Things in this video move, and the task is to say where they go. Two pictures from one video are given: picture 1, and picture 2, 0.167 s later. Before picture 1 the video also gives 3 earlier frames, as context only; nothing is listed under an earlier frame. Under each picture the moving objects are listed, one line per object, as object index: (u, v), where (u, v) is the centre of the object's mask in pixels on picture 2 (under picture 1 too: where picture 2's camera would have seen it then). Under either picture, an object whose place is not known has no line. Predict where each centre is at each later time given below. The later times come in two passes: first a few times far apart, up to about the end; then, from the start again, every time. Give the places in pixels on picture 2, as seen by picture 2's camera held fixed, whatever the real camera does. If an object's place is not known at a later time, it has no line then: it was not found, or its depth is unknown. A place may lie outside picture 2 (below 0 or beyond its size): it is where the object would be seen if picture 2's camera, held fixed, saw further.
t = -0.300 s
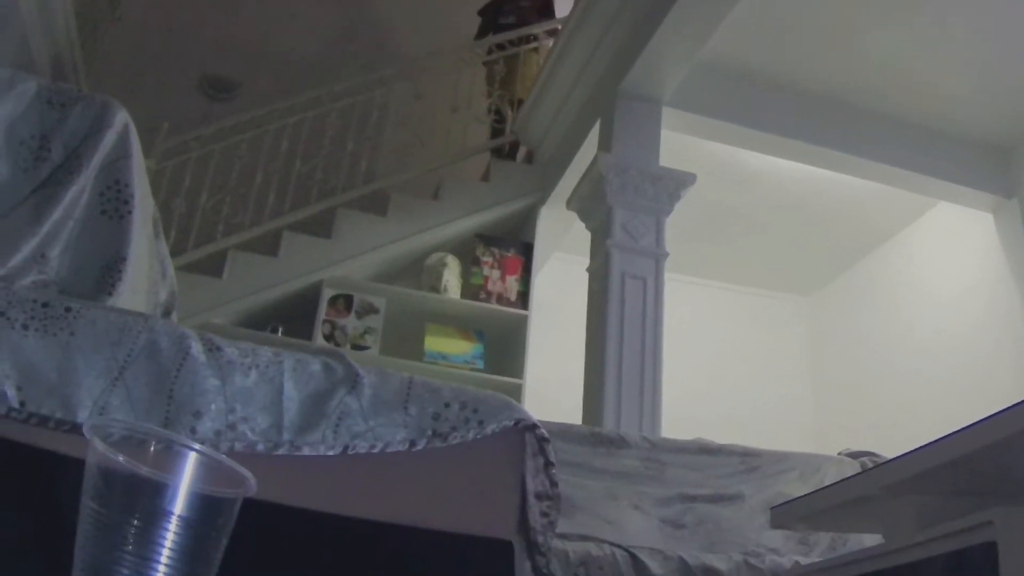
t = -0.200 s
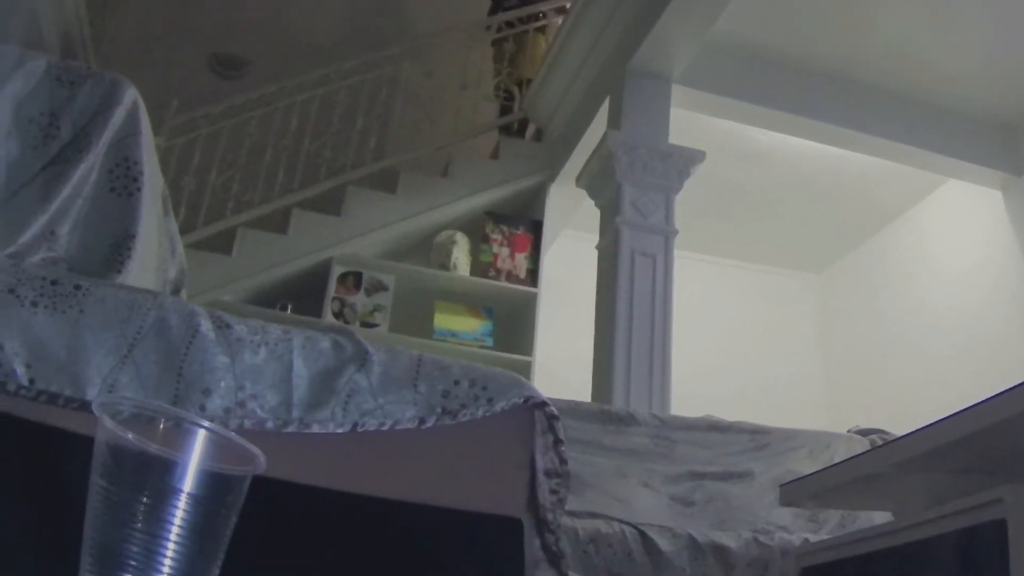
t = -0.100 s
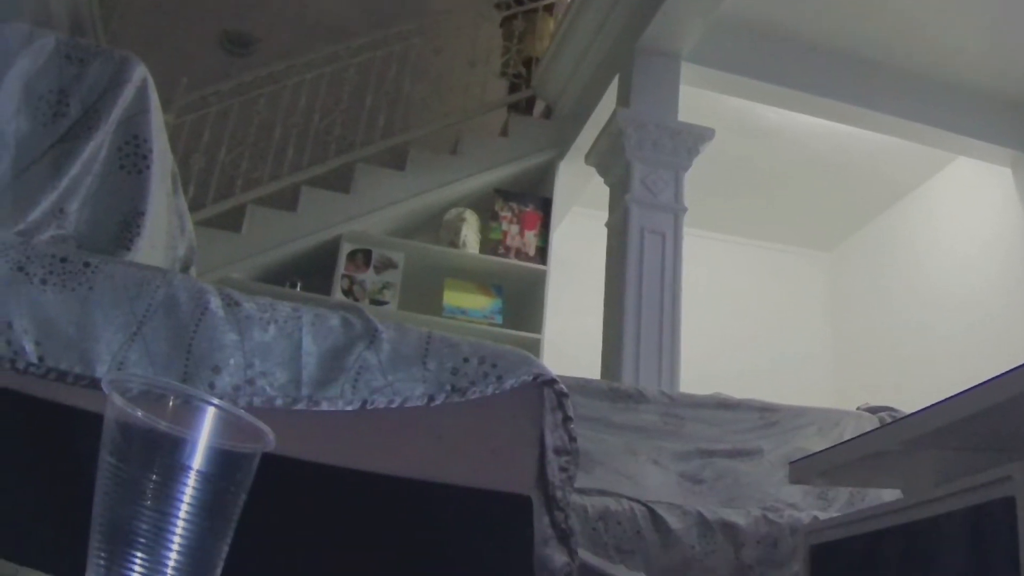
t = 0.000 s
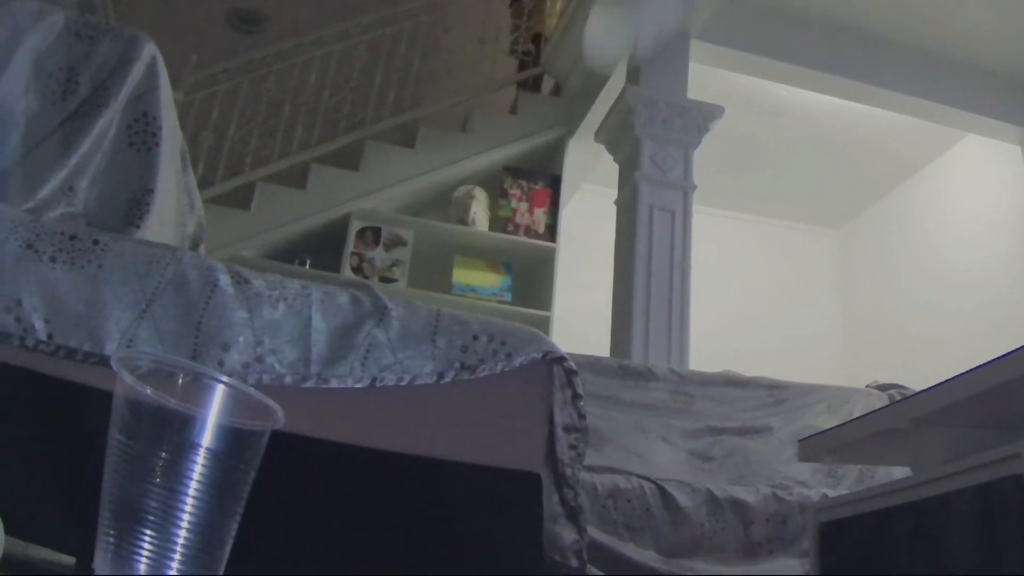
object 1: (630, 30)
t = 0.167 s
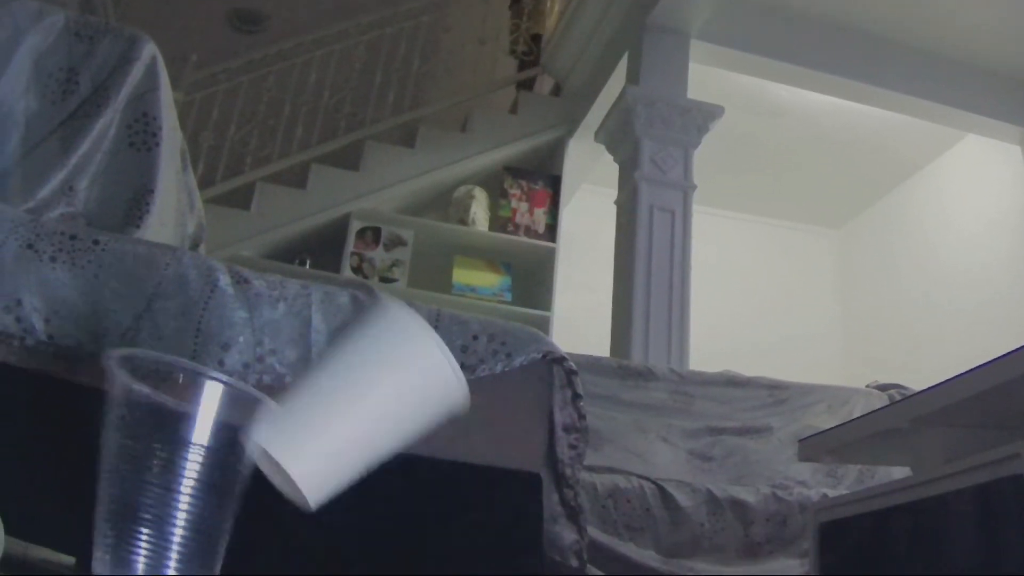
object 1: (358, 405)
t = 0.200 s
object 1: (327, 355)
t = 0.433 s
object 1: (205, 341)
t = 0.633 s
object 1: (246, 365)
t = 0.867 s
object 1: (179, 465)
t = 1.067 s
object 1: (178, 465)
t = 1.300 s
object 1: (178, 465)
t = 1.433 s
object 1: (178, 465)
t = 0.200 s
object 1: (327, 355)
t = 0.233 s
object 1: (302, 336)
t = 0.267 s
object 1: (266, 336)
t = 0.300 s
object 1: (239, 360)
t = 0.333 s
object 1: (223, 351)
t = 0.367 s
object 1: (216, 342)
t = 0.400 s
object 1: (206, 349)
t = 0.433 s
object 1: (205, 341)
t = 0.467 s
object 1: (221, 341)
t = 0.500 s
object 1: (236, 354)
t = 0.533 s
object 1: (249, 358)
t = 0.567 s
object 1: (255, 358)
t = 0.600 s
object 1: (254, 359)
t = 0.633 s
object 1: (246, 365)
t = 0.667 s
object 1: (236, 366)
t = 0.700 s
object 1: (224, 371)
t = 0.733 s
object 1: (211, 392)
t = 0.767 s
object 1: (198, 429)
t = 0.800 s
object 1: (177, 461)
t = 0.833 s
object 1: (180, 462)
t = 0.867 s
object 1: (179, 465)
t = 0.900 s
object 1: (177, 465)
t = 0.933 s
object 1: (179, 466)
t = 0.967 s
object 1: (178, 465)
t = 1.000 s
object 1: (178, 465)
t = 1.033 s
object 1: (178, 465)
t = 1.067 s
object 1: (178, 465)
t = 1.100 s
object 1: (178, 465)
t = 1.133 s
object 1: (178, 465)
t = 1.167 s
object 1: (178, 465)
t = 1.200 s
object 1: (178, 465)
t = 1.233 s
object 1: (178, 465)
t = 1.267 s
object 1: (178, 465)
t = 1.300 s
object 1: (178, 465)
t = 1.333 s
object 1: (178, 465)
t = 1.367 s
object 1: (178, 465)
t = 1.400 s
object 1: (178, 465)
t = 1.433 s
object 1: (178, 465)
